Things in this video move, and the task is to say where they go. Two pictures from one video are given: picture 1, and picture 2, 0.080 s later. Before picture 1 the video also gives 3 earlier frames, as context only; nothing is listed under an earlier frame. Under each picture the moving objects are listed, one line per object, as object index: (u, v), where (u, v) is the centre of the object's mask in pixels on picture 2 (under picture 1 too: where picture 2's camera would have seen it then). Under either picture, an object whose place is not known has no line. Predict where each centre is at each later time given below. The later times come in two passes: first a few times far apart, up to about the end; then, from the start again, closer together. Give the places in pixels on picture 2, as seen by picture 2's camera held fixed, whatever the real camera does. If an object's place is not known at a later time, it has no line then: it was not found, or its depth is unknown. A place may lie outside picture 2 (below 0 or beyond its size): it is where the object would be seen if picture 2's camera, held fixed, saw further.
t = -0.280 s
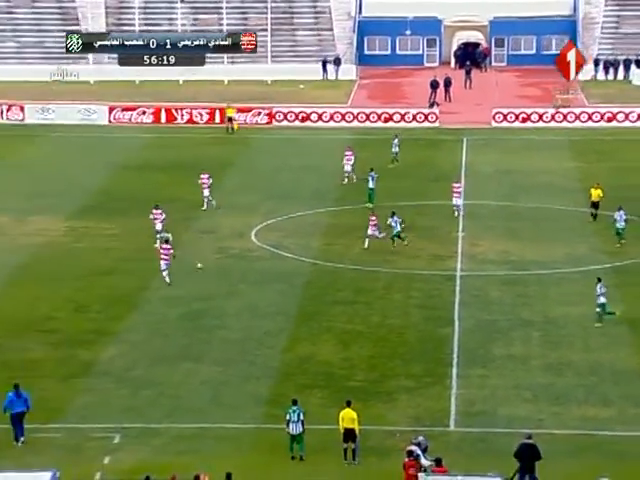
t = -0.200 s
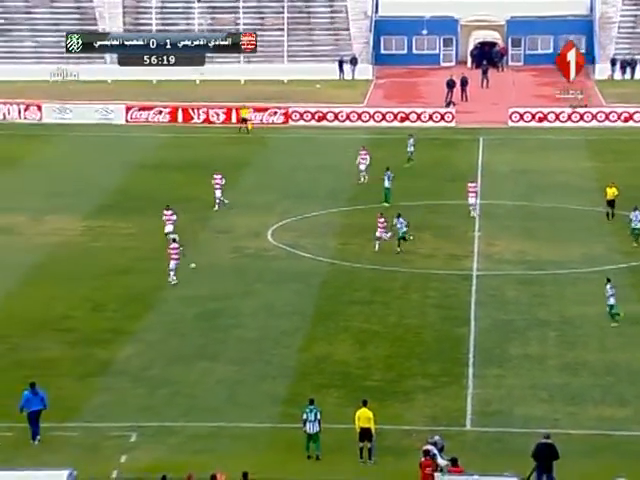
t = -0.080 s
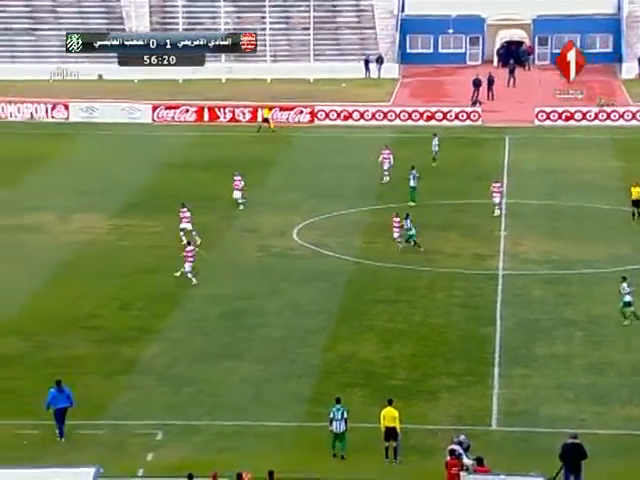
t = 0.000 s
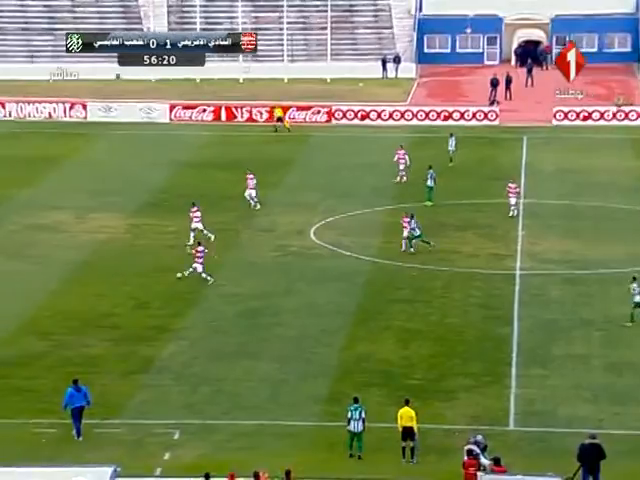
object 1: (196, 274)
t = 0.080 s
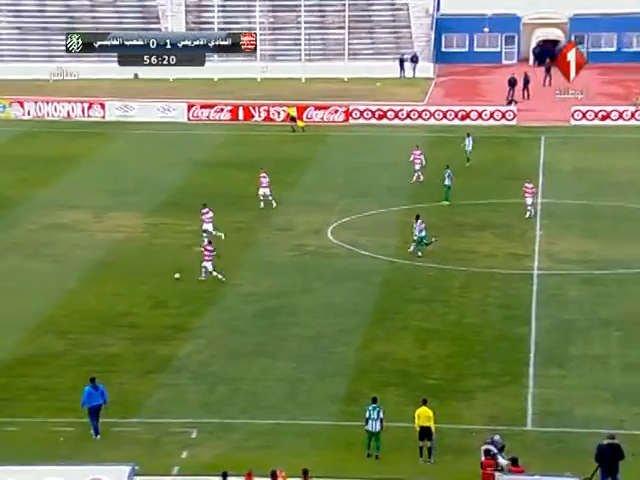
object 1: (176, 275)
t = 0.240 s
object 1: (140, 277)
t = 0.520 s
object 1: (82, 285)
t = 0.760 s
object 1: (36, 292)
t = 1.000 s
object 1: (-8, 298)
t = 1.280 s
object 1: (-57, 305)
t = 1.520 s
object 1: (-97, 308)
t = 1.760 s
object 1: (-136, 317)
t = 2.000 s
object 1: (-176, 323)
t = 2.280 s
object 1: (-221, 327)
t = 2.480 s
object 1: (-252, 334)
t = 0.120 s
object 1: (167, 275)
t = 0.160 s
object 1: (158, 275)
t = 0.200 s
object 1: (149, 276)
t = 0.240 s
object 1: (140, 277)
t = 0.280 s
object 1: (131, 280)
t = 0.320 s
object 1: (122, 282)
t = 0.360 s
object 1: (114, 285)
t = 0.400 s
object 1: (105, 285)
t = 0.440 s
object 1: (98, 285)
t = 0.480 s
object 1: (90, 285)
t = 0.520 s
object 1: (82, 285)
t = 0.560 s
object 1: (74, 287)
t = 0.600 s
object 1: (67, 289)
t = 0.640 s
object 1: (59, 291)
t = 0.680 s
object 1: (51, 292)
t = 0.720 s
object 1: (44, 292)
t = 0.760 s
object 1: (36, 292)
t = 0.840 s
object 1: (21, 295)
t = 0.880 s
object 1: (14, 296)
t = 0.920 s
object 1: (7, 299)
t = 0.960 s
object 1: (-1, 298)
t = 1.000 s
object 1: (-8, 298)
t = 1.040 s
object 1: (-15, 298)
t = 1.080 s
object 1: (-22, 297)
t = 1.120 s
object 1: (-30, 298)
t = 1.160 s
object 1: (-36, 299)
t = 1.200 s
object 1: (-43, 301)
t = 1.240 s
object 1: (-51, 303)
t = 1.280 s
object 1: (-57, 305)
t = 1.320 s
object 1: (-64, 308)
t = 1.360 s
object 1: (-71, 308)
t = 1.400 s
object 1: (-78, 307)
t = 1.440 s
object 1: (-84, 306)
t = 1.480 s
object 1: (-91, 306)
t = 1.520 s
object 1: (-97, 308)
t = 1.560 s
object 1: (-104, 309)
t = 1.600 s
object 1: (-111, 310)
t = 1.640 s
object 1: (-117, 313)
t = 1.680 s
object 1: (-123, 315)
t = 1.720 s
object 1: (-130, 317)
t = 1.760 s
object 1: (-136, 317)
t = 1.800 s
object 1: (-143, 317)
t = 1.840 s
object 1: (-150, 318)
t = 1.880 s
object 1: (-156, 319)
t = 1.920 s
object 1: (-162, 321)
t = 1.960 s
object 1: (-169, 323)
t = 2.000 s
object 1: (-176, 323)
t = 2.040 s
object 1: (-183, 323)
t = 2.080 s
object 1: (-188, 324)
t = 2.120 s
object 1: (-195, 325)
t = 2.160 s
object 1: (-202, 327)
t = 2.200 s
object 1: (-208, 327)
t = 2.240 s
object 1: (-214, 327)
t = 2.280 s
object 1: (-221, 327)
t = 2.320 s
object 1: (-227, 328)
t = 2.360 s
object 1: (-233, 329)
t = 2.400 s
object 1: (-239, 331)
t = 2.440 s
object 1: (-246, 333)
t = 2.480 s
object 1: (-252, 334)
